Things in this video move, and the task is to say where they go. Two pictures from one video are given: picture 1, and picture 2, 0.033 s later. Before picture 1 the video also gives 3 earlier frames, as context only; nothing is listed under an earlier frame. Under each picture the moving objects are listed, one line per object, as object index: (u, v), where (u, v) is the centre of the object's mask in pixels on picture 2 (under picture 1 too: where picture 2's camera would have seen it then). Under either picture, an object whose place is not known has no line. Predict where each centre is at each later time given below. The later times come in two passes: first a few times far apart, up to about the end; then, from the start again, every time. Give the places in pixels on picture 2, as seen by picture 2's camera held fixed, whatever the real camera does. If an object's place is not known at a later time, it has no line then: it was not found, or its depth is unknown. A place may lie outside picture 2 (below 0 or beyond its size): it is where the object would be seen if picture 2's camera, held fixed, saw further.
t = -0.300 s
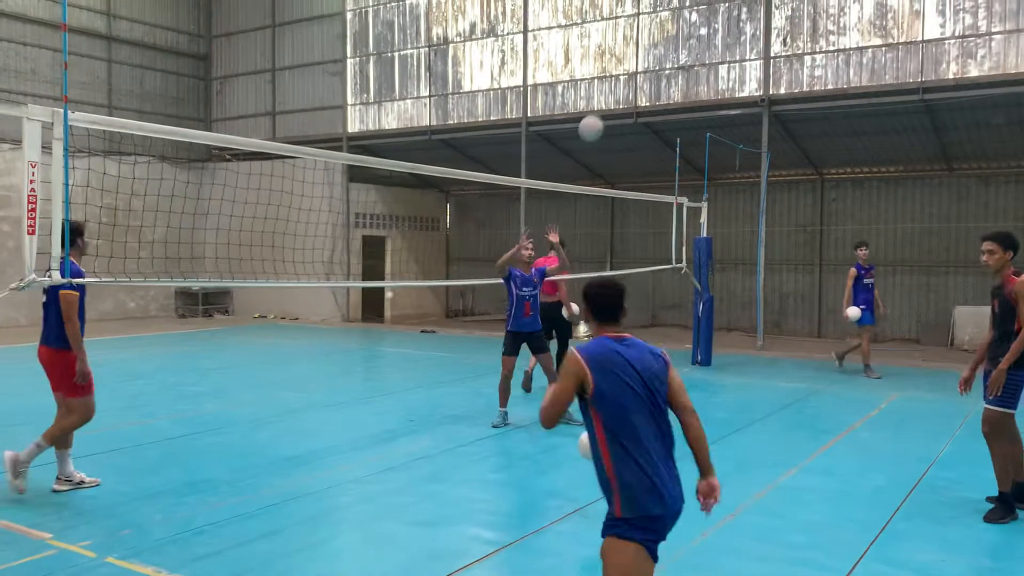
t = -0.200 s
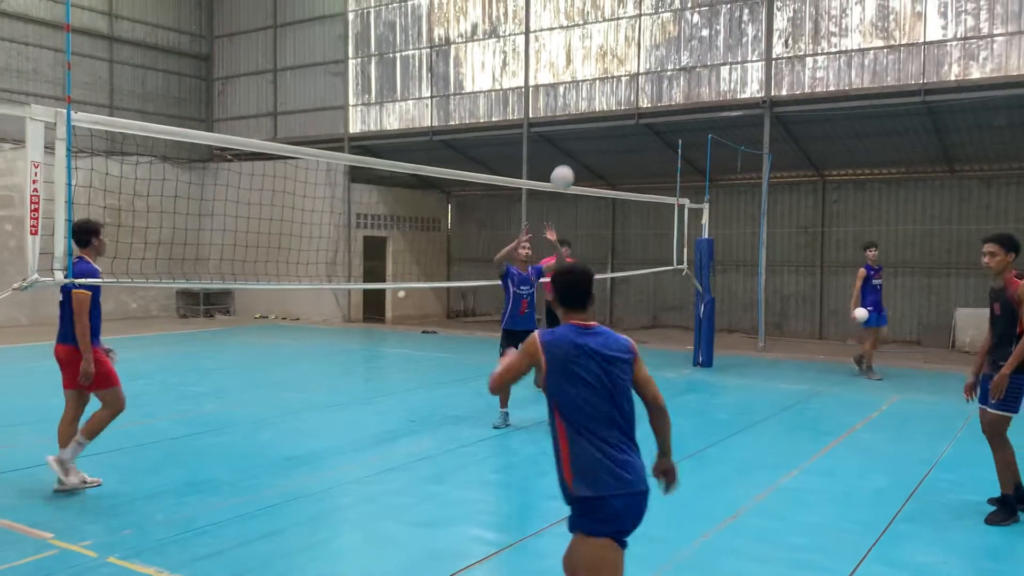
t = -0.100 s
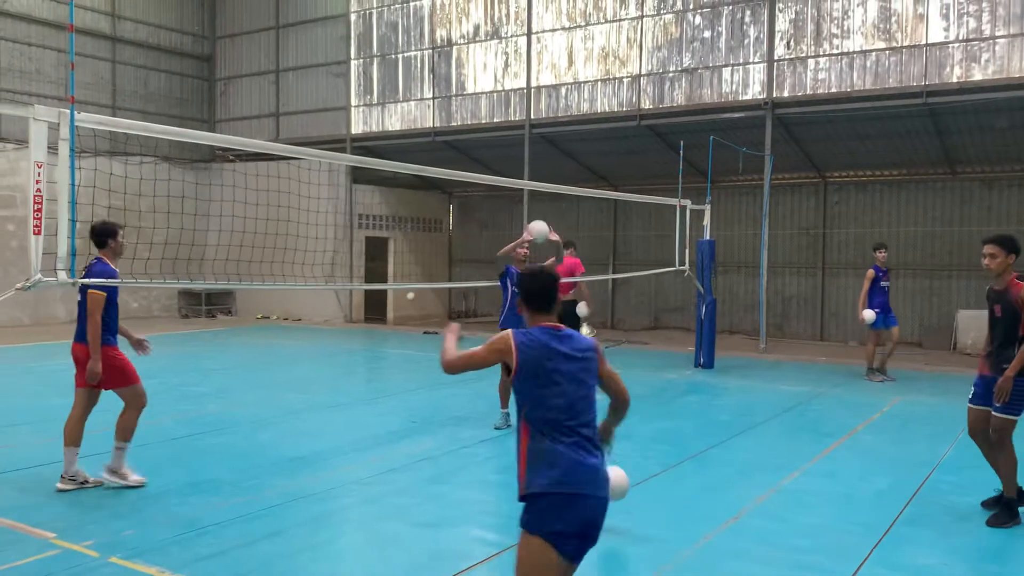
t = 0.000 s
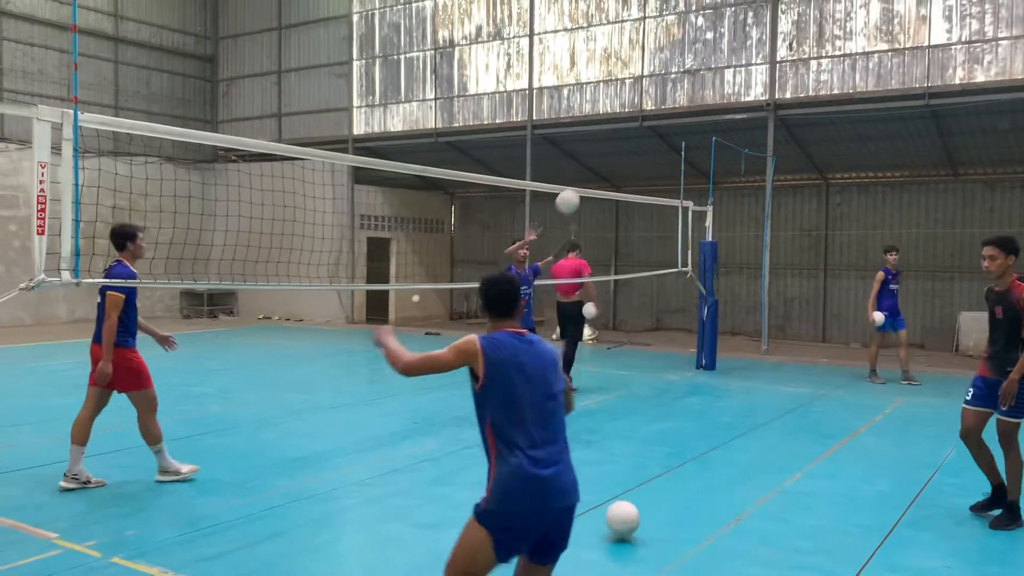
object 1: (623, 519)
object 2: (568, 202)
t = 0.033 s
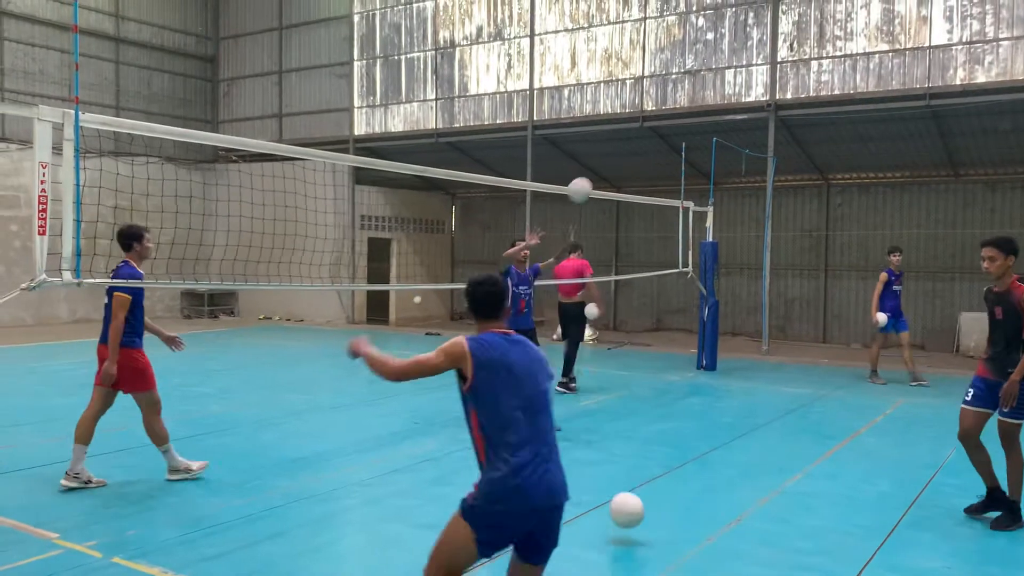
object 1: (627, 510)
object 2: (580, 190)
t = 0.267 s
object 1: (652, 498)
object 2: (672, 130)
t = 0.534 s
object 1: (681, 542)
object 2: (809, 141)
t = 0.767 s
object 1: (711, 551)
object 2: (968, 262)
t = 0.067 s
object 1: (630, 503)
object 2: (592, 177)
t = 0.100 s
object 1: (633, 498)
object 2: (604, 167)
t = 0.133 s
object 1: (637, 494)
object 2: (617, 157)
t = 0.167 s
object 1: (640, 493)
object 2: (630, 149)
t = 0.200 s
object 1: (644, 492)
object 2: (644, 141)
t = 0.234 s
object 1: (648, 495)
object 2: (658, 135)
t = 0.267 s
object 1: (652, 498)
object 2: (672, 130)
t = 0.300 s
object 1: (655, 504)
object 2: (688, 126)
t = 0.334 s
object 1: (659, 511)
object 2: (703, 123)
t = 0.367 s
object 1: (662, 521)
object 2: (719, 122)
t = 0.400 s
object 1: (666, 533)
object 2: (736, 122)
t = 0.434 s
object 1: (669, 547)
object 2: (753, 124)
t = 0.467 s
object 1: (673, 553)
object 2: (771, 128)
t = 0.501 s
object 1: (677, 548)
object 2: (791, 134)
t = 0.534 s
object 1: (681, 542)
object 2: (809, 141)
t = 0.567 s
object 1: (686, 538)
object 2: (830, 151)
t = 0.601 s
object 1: (690, 536)
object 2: (851, 163)
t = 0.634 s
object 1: (694, 536)
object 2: (872, 177)
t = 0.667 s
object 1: (699, 538)
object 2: (894, 194)
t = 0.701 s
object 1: (703, 543)
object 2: (918, 214)
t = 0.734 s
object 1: (707, 547)
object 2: (941, 236)
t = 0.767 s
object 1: (711, 551)
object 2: (968, 262)
